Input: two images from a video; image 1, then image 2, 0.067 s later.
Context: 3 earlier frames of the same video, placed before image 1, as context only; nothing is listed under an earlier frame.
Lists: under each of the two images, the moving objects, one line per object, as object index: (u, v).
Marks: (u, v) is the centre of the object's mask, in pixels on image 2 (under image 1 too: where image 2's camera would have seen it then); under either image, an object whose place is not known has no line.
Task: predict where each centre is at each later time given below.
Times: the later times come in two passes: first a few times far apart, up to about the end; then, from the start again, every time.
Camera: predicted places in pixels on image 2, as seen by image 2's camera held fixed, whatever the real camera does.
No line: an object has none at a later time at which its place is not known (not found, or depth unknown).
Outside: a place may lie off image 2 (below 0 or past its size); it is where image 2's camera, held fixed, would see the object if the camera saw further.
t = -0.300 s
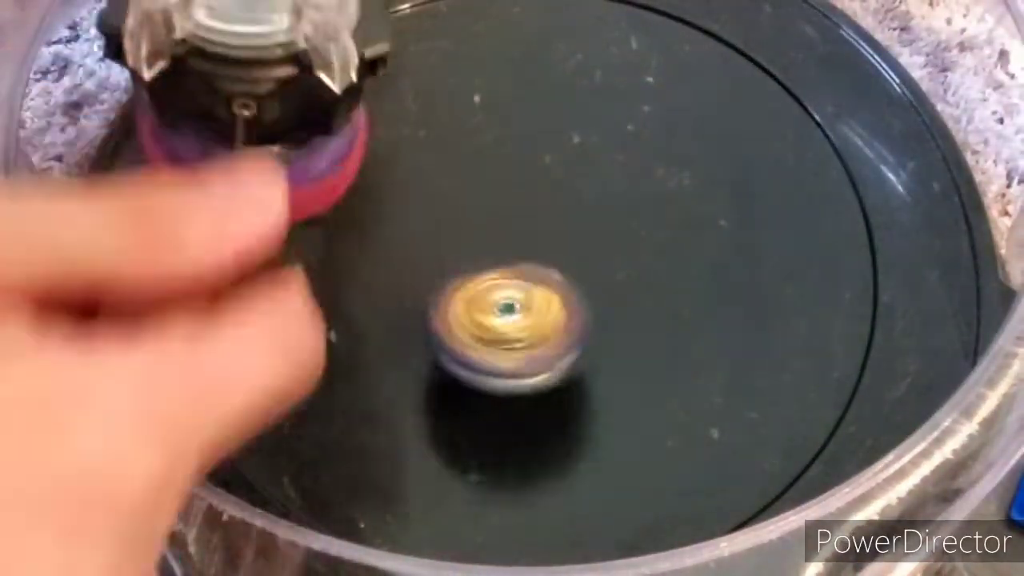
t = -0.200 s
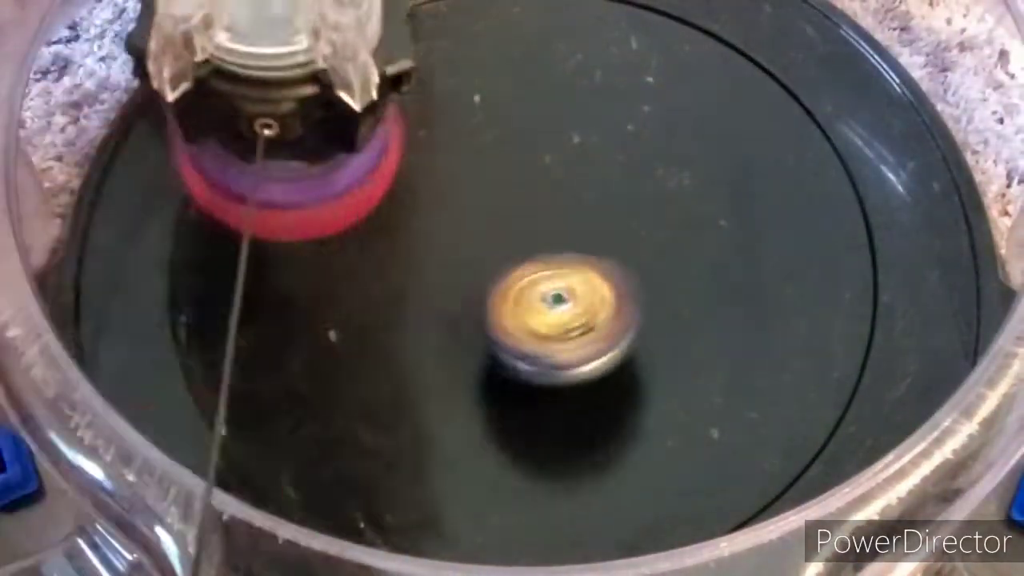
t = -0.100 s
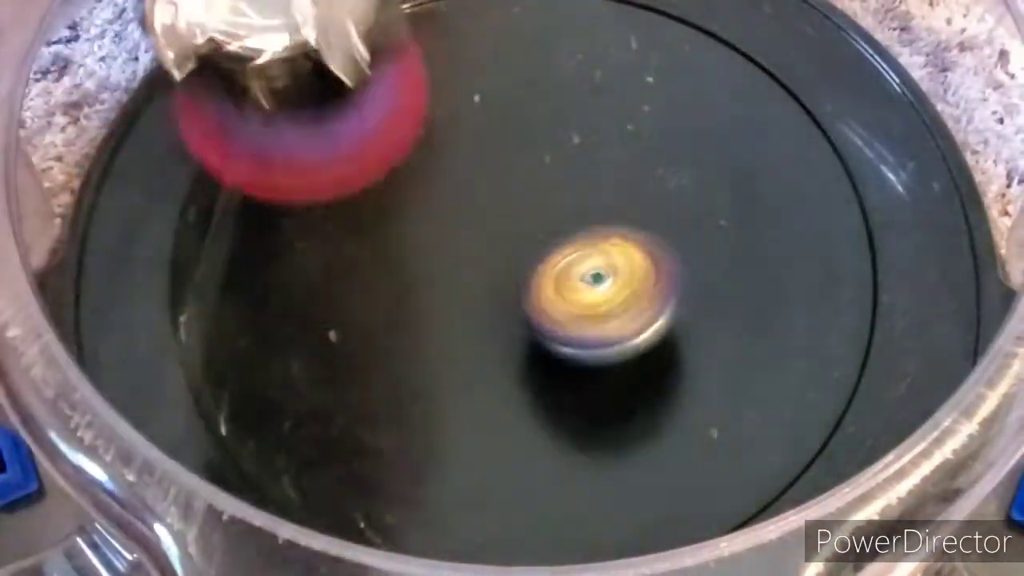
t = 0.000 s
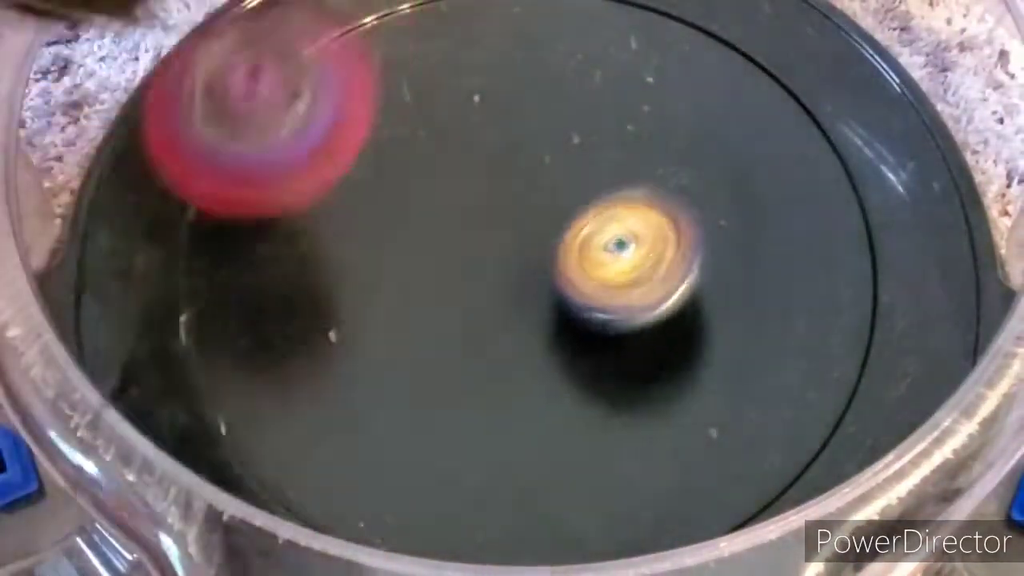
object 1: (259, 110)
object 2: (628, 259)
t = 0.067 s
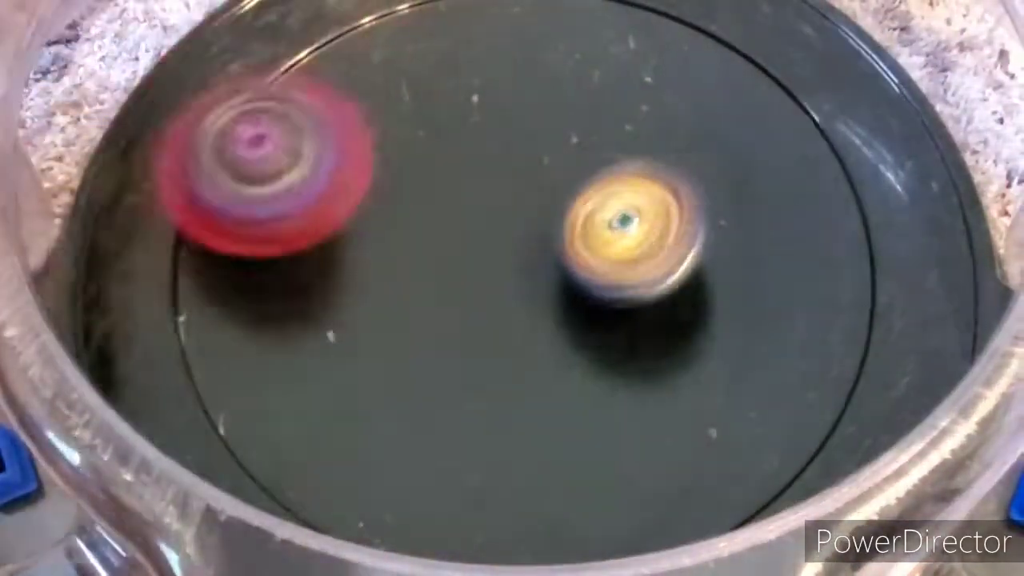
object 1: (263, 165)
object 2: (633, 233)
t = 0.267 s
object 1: (458, 255)
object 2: (603, 163)
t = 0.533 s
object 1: (555, 289)
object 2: (649, 144)
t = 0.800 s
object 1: (464, 217)
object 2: (640, 155)
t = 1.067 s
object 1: (433, 251)
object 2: (618, 199)
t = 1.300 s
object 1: (458, 265)
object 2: (647, 249)
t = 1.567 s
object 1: (476, 192)
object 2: (657, 266)
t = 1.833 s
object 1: (445, 213)
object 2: (617, 248)
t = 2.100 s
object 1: (491, 160)
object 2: (600, 277)
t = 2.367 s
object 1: (479, 174)
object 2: (581, 295)
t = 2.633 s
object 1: (505, 181)
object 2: (577, 316)
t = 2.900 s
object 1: (542, 182)
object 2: (573, 326)
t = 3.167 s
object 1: (575, 181)
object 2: (548, 327)
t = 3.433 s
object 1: (596, 190)
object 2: (507, 316)
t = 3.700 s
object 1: (601, 212)
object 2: (467, 306)
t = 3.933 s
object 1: (594, 234)
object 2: (439, 300)
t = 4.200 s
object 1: (582, 254)
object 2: (413, 291)
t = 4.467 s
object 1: (574, 260)
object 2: (399, 263)
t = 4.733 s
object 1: (572, 261)
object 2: (400, 232)
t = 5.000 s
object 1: (571, 259)
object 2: (409, 207)
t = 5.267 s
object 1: (571, 256)
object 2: (419, 183)
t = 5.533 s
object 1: (575, 256)
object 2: (429, 169)
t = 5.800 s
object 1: (577, 260)
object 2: (443, 166)
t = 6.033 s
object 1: (577, 267)
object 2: (449, 165)
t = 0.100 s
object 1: (287, 170)
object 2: (632, 220)
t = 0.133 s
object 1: (317, 190)
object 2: (630, 208)
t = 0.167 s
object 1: (347, 204)
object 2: (624, 195)
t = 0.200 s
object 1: (380, 222)
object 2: (618, 184)
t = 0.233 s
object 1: (418, 239)
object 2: (610, 174)
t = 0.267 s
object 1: (458, 255)
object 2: (603, 163)
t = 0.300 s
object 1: (479, 271)
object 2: (614, 158)
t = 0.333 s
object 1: (491, 284)
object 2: (626, 149)
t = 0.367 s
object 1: (507, 295)
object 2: (633, 145)
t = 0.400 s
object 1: (526, 300)
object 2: (634, 146)
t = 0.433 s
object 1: (546, 300)
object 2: (632, 147)
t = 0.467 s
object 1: (557, 298)
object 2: (634, 147)
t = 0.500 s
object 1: (557, 295)
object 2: (643, 144)
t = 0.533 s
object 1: (555, 289)
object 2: (649, 144)
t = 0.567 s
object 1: (552, 281)
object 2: (650, 143)
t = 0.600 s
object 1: (542, 272)
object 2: (653, 142)
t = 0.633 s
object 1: (527, 264)
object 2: (656, 142)
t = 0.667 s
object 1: (512, 253)
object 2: (655, 143)
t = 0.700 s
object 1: (498, 242)
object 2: (651, 145)
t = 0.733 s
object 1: (485, 231)
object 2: (649, 148)
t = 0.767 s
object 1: (474, 222)
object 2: (645, 152)
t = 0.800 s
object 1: (464, 217)
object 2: (640, 155)
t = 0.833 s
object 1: (456, 214)
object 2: (636, 159)
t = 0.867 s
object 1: (450, 215)
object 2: (631, 164)
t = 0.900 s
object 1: (445, 220)
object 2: (625, 168)
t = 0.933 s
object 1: (443, 226)
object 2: (620, 173)
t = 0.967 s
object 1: (442, 232)
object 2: (615, 179)
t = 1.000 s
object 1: (439, 238)
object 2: (616, 185)
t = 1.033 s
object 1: (435, 243)
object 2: (619, 192)
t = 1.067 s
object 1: (433, 251)
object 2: (618, 199)
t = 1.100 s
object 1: (435, 259)
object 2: (615, 205)
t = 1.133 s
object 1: (440, 266)
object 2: (615, 211)
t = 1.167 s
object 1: (441, 272)
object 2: (620, 218)
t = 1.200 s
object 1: (443, 275)
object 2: (625, 226)
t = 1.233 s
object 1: (448, 275)
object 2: (631, 233)
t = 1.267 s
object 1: (453, 272)
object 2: (638, 240)
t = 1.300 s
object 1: (458, 265)
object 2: (647, 249)
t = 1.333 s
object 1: (463, 256)
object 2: (654, 256)
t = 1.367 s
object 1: (471, 245)
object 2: (659, 262)
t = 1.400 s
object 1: (477, 235)
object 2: (662, 267)
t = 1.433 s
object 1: (481, 225)
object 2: (663, 267)
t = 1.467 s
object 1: (483, 216)
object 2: (663, 269)
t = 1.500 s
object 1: (483, 207)
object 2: (662, 268)
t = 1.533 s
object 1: (480, 199)
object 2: (660, 267)
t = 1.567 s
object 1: (476, 192)
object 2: (657, 266)
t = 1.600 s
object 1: (471, 188)
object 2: (653, 263)
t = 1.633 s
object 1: (464, 185)
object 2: (650, 261)
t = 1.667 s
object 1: (457, 186)
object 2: (646, 258)
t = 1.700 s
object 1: (450, 189)
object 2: (639, 256)
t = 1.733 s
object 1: (445, 194)
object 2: (634, 253)
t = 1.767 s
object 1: (443, 201)
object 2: (628, 251)
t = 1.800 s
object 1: (443, 208)
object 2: (621, 248)
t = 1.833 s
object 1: (445, 213)
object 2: (617, 248)
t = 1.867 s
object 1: (448, 209)
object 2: (618, 252)
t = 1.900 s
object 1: (451, 202)
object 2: (619, 257)
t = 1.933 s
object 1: (458, 194)
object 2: (616, 259)
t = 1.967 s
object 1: (465, 185)
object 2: (613, 263)
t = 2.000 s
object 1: (472, 176)
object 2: (611, 268)
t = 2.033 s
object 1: (480, 168)
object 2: (608, 272)
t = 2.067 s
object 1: (486, 162)
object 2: (604, 275)
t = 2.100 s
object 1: (491, 160)
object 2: (600, 277)
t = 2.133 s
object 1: (493, 159)
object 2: (597, 280)
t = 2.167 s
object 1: (494, 159)
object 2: (595, 283)
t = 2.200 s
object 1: (493, 159)
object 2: (591, 285)
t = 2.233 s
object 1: (490, 159)
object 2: (588, 287)
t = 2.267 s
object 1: (486, 161)
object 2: (586, 288)
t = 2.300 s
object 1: (482, 165)
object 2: (583, 289)
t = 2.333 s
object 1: (480, 169)
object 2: (582, 292)
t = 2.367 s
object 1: (479, 174)
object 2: (581, 295)
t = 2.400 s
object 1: (478, 176)
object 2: (581, 298)
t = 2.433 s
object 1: (479, 177)
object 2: (579, 301)
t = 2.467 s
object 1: (482, 177)
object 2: (579, 304)
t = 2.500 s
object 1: (486, 179)
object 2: (578, 307)
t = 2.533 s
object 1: (491, 180)
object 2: (578, 309)
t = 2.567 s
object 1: (495, 180)
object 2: (577, 312)
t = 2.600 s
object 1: (500, 180)
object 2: (577, 314)
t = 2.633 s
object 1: (505, 181)
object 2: (577, 316)
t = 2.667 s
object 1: (509, 181)
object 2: (577, 319)
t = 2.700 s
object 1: (515, 181)
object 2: (578, 320)
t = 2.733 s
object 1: (519, 181)
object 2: (577, 322)
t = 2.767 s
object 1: (524, 182)
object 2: (577, 323)
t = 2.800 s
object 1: (528, 182)
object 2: (577, 324)
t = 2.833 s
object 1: (533, 182)
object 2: (576, 325)
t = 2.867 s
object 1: (538, 181)
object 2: (575, 326)
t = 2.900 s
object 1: (542, 182)
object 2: (573, 326)
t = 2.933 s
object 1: (547, 181)
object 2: (571, 327)
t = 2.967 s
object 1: (550, 181)
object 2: (569, 327)
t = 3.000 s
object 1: (555, 181)
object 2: (567, 328)
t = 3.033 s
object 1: (558, 181)
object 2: (564, 328)
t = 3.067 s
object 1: (563, 180)
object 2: (560, 329)
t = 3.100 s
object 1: (567, 181)
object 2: (557, 328)
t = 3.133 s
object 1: (570, 181)
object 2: (553, 327)
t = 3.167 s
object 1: (575, 181)
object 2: (548, 327)
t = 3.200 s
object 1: (578, 181)
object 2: (542, 326)
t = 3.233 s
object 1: (581, 182)
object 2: (537, 325)
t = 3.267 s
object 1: (584, 182)
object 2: (533, 323)
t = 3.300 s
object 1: (586, 184)
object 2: (528, 321)
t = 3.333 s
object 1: (590, 185)
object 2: (523, 321)
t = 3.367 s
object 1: (592, 186)
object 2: (516, 320)
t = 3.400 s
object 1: (594, 188)
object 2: (511, 318)
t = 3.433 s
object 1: (596, 190)
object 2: (507, 316)
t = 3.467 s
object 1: (597, 192)
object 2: (502, 315)
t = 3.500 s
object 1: (598, 195)
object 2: (498, 313)
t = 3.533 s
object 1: (600, 197)
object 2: (493, 311)
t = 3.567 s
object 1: (600, 200)
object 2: (487, 310)
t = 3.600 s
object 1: (601, 203)
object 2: (481, 310)
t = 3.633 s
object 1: (602, 206)
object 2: (477, 308)
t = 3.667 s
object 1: (602, 209)
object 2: (472, 307)
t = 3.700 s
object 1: (601, 212)
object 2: (467, 306)
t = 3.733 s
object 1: (600, 215)
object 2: (464, 304)
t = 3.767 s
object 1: (600, 219)
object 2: (457, 304)
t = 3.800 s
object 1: (599, 222)
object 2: (453, 303)
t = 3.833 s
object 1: (598, 224)
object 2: (450, 302)
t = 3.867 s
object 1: (596, 228)
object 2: (446, 301)
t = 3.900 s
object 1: (595, 231)
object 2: (443, 300)
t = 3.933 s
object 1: (594, 234)
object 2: (439, 300)
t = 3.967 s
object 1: (592, 237)
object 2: (436, 299)
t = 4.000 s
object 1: (591, 240)
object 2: (431, 298)
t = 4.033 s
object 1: (589, 243)
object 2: (429, 298)
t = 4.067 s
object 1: (588, 245)
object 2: (425, 296)
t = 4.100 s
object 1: (586, 248)
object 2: (422, 295)
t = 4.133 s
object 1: (584, 250)
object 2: (420, 294)
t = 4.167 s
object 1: (583, 252)
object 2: (416, 292)
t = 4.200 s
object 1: (582, 254)
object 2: (413, 291)
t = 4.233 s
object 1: (580, 255)
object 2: (410, 288)
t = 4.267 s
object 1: (579, 257)
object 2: (409, 286)
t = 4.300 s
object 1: (577, 258)
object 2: (406, 283)
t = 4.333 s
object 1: (576, 258)
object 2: (405, 281)
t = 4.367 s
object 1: (575, 259)
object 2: (402, 277)
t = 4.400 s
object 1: (575, 259)
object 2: (401, 273)
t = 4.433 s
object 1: (575, 260)
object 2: (400, 268)
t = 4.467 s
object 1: (574, 260)
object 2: (399, 263)
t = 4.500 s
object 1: (574, 261)
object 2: (399, 258)
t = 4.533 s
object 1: (573, 261)
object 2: (399, 254)
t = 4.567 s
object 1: (573, 262)
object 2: (398, 250)
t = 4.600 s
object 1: (572, 261)
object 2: (398, 246)
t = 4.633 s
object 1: (572, 262)
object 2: (398, 243)
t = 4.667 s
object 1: (572, 262)
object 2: (399, 238)
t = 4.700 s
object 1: (572, 262)
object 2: (399, 235)
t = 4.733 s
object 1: (572, 261)
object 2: (400, 232)
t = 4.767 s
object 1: (572, 262)
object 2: (400, 228)
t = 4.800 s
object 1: (571, 261)
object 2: (400, 225)
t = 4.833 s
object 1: (571, 261)
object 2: (402, 222)
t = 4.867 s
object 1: (571, 260)
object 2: (402, 218)
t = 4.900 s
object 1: (571, 260)
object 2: (403, 215)
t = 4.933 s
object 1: (571, 259)
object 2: (404, 212)
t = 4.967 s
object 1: (571, 259)
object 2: (407, 210)
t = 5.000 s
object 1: (571, 259)
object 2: (409, 207)
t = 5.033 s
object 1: (570, 259)
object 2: (409, 202)
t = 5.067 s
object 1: (570, 259)
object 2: (411, 198)
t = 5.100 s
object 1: (569, 258)
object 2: (413, 196)
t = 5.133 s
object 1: (569, 257)
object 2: (415, 194)
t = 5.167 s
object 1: (571, 259)
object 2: (412, 190)
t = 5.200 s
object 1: (571, 258)
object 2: (413, 186)
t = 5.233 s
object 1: (571, 257)
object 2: (416, 185)
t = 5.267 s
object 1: (571, 256)
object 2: (419, 183)
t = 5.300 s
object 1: (572, 256)
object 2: (420, 181)
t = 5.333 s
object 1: (572, 257)
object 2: (421, 178)
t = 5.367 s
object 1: (572, 256)
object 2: (423, 176)
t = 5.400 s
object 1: (572, 256)
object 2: (426, 176)
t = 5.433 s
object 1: (573, 256)
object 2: (428, 175)
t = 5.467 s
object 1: (576, 257)
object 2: (427, 172)
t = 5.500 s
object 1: (575, 257)
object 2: (428, 169)
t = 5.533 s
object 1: (575, 256)
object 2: (429, 169)
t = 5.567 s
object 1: (576, 256)
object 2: (432, 169)
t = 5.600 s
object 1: (576, 257)
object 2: (434, 170)
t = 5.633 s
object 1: (576, 258)
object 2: (435, 168)
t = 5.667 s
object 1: (576, 258)
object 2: (437, 167)
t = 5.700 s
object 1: (576, 258)
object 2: (439, 167)
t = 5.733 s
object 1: (577, 260)
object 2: (439, 166)
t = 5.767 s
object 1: (577, 260)
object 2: (440, 166)
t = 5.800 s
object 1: (577, 260)
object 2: (443, 166)
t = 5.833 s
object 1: (578, 262)
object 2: (443, 165)
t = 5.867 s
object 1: (578, 262)
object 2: (444, 165)
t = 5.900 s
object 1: (578, 262)
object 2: (446, 166)
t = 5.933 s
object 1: (579, 264)
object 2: (447, 165)
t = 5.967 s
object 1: (577, 266)
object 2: (447, 165)
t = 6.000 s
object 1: (576, 266)
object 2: (448, 165)
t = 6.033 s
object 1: (577, 267)
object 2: (449, 165)
